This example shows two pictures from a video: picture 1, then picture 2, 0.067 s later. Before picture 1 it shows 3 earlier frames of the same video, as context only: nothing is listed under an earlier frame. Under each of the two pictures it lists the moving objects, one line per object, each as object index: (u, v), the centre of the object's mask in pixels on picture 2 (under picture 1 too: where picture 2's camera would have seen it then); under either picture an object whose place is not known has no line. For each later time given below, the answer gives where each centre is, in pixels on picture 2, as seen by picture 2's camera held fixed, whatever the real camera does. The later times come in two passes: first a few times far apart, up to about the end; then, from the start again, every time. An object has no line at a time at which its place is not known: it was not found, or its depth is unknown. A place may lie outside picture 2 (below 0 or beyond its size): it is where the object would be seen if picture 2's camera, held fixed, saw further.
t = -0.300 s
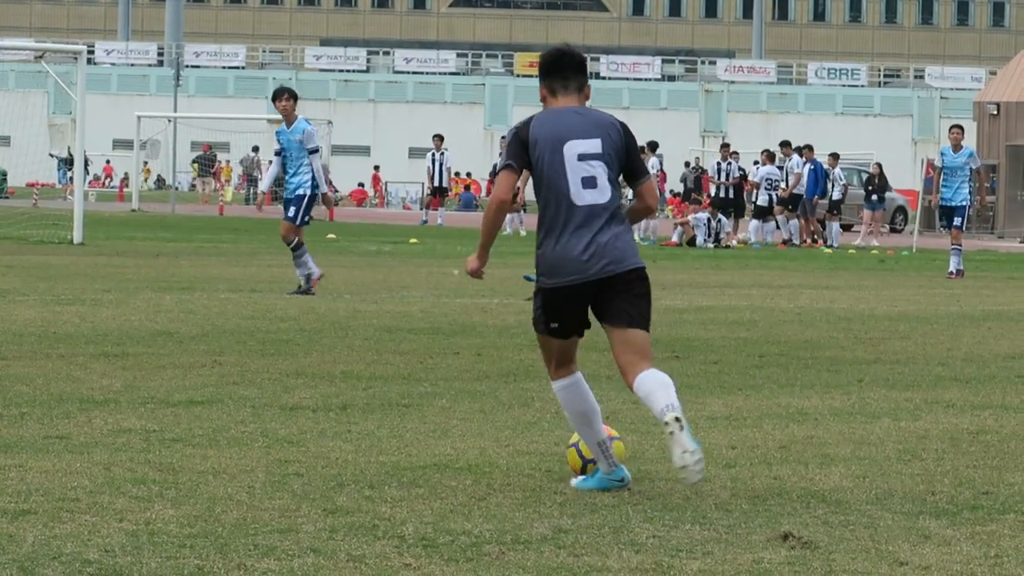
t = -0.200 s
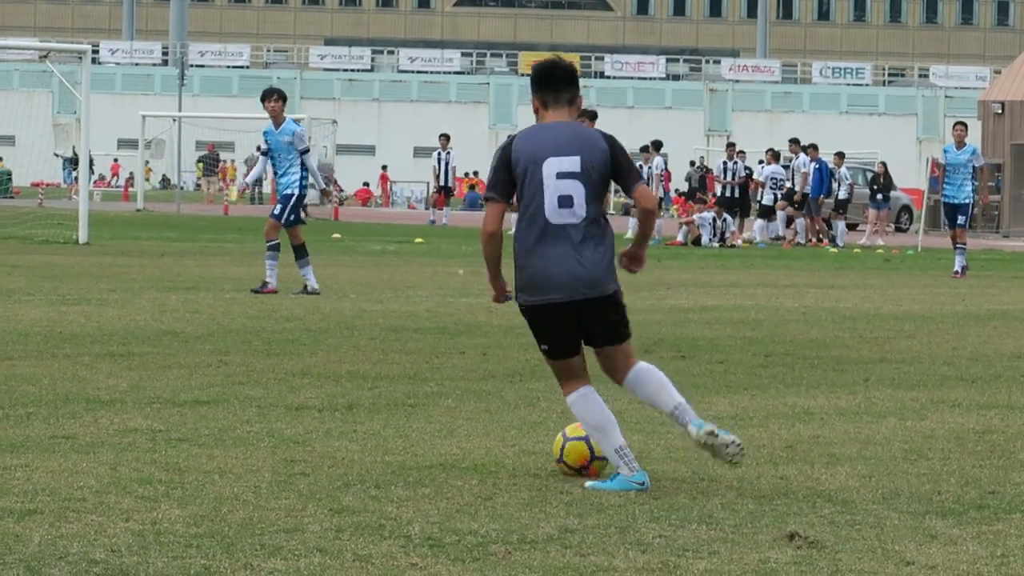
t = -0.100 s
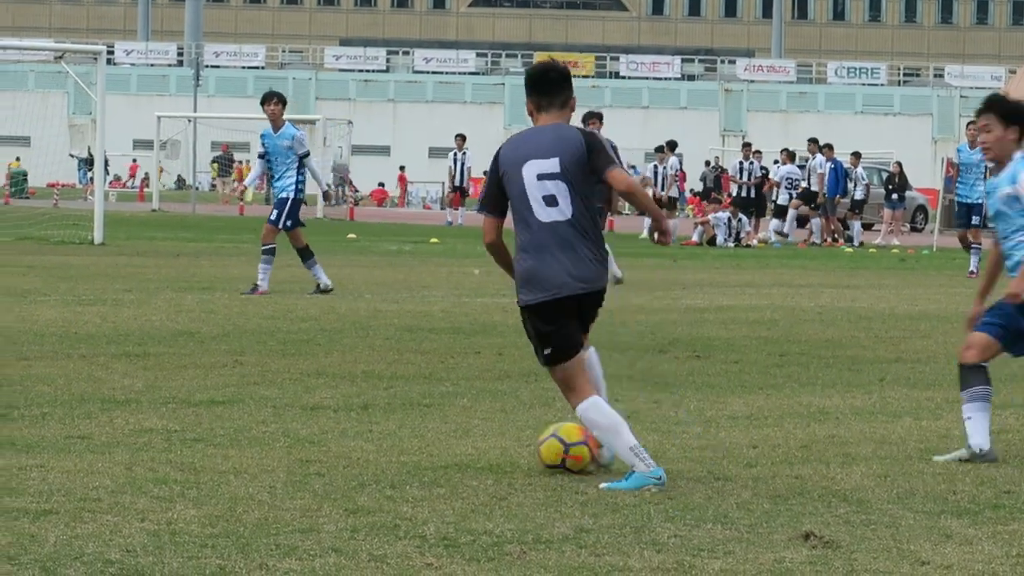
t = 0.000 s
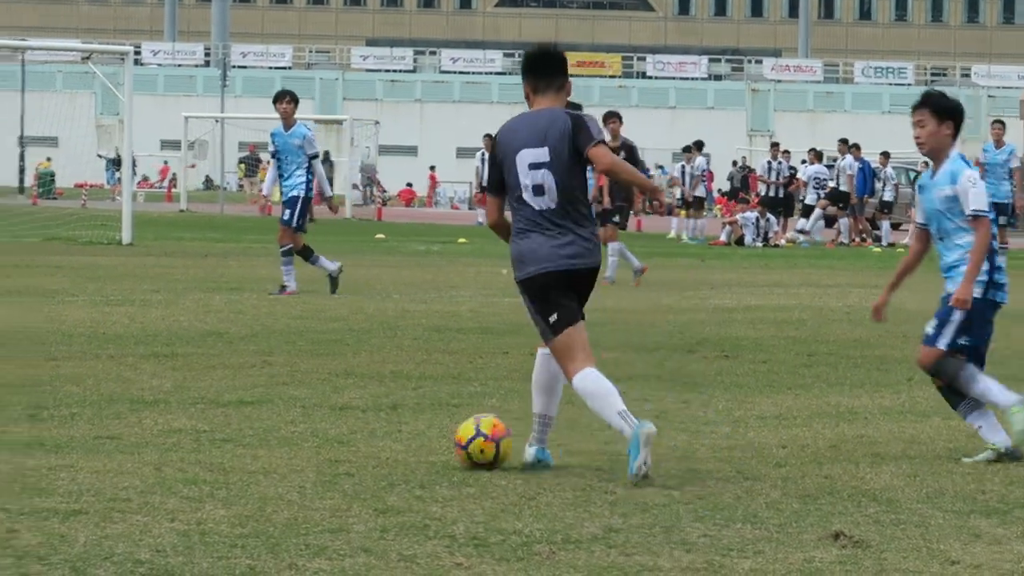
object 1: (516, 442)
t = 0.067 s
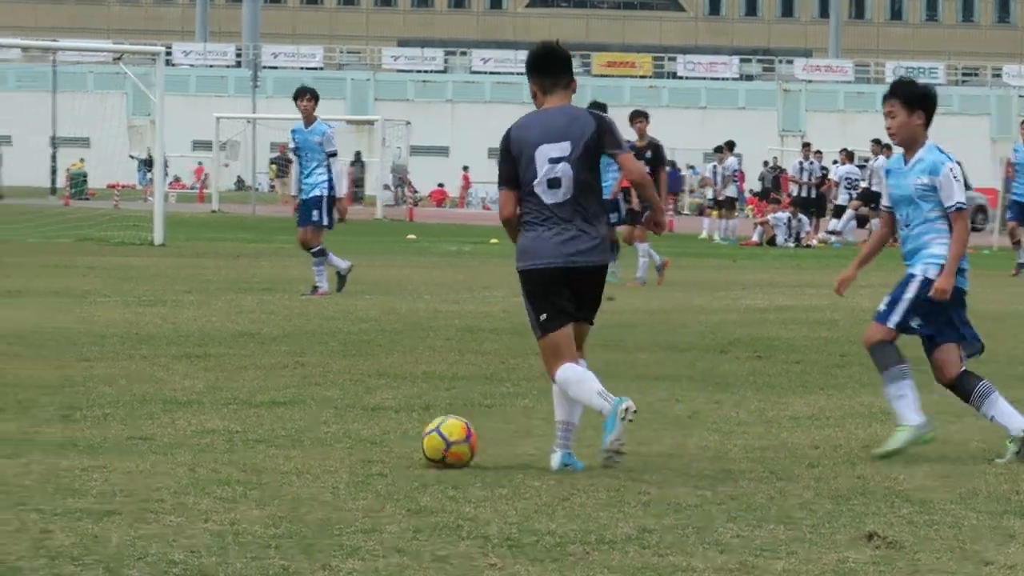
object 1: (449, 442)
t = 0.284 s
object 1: (270, 432)
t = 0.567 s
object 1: (58, 427)
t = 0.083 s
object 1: (434, 441)
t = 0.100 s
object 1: (421, 438)
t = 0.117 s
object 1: (407, 436)
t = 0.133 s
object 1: (393, 435)
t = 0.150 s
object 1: (378, 434)
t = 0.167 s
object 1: (363, 434)
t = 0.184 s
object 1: (349, 435)
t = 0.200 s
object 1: (335, 436)
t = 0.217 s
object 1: (322, 438)
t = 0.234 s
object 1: (308, 438)
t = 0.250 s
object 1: (296, 436)
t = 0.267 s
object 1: (283, 434)
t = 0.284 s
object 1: (270, 432)
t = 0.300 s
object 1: (258, 430)
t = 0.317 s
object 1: (244, 429)
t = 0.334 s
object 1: (231, 429)
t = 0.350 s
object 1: (218, 430)
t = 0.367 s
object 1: (206, 431)
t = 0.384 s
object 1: (194, 432)
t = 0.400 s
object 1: (181, 432)
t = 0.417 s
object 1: (168, 431)
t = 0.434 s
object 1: (156, 429)
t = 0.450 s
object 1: (142, 428)
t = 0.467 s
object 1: (131, 428)
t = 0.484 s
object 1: (118, 427)
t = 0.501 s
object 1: (107, 428)
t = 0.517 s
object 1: (94, 427)
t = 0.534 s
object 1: (82, 427)
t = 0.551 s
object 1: (70, 427)
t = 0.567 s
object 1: (58, 427)
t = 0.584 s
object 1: (46, 427)
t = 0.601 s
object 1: (35, 425)
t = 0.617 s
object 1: (23, 424)
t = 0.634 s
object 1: (11, 424)
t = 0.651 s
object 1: (-1, 424)
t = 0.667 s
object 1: (-12, 424)
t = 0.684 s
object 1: (-23, 424)
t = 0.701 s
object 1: (-36, 423)
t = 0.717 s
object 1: (-47, 422)
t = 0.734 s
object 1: (-58, 421)
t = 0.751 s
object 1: (-68, 421)
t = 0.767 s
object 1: (-80, 421)
